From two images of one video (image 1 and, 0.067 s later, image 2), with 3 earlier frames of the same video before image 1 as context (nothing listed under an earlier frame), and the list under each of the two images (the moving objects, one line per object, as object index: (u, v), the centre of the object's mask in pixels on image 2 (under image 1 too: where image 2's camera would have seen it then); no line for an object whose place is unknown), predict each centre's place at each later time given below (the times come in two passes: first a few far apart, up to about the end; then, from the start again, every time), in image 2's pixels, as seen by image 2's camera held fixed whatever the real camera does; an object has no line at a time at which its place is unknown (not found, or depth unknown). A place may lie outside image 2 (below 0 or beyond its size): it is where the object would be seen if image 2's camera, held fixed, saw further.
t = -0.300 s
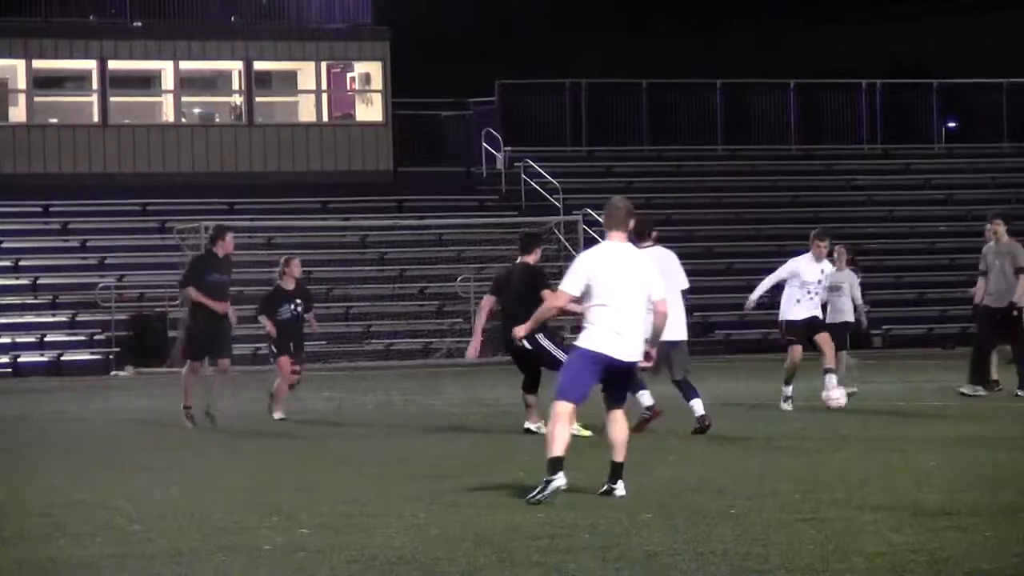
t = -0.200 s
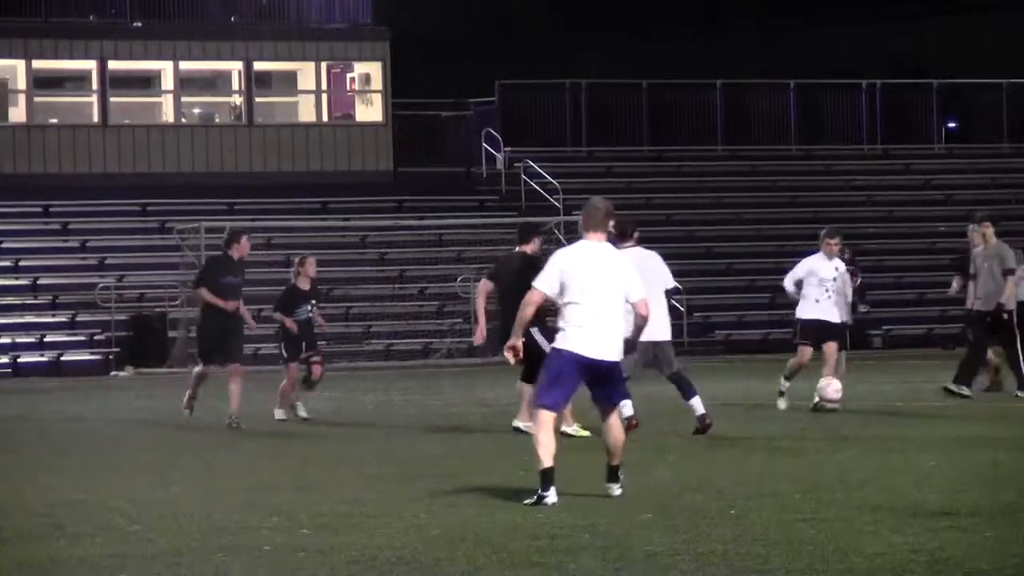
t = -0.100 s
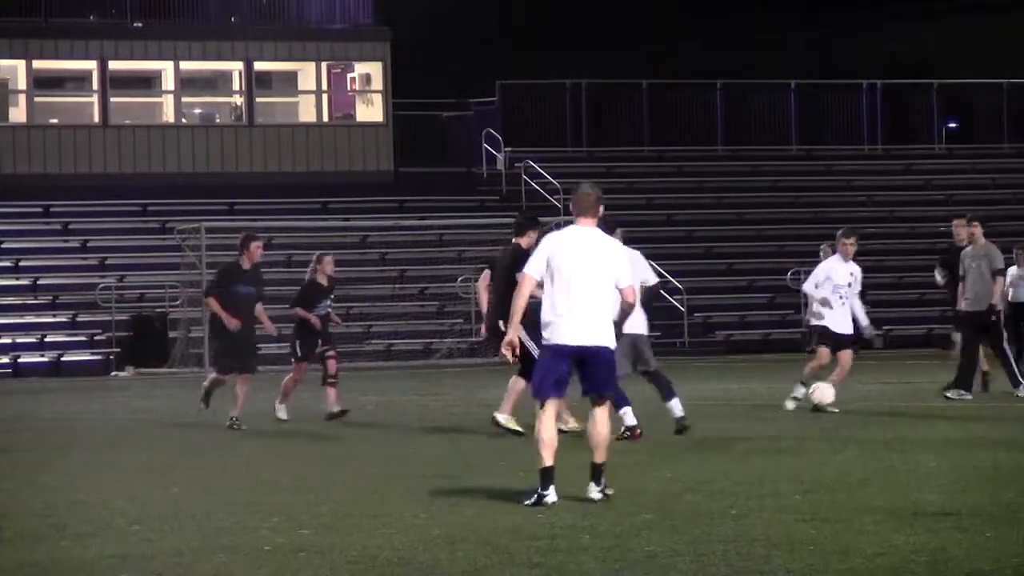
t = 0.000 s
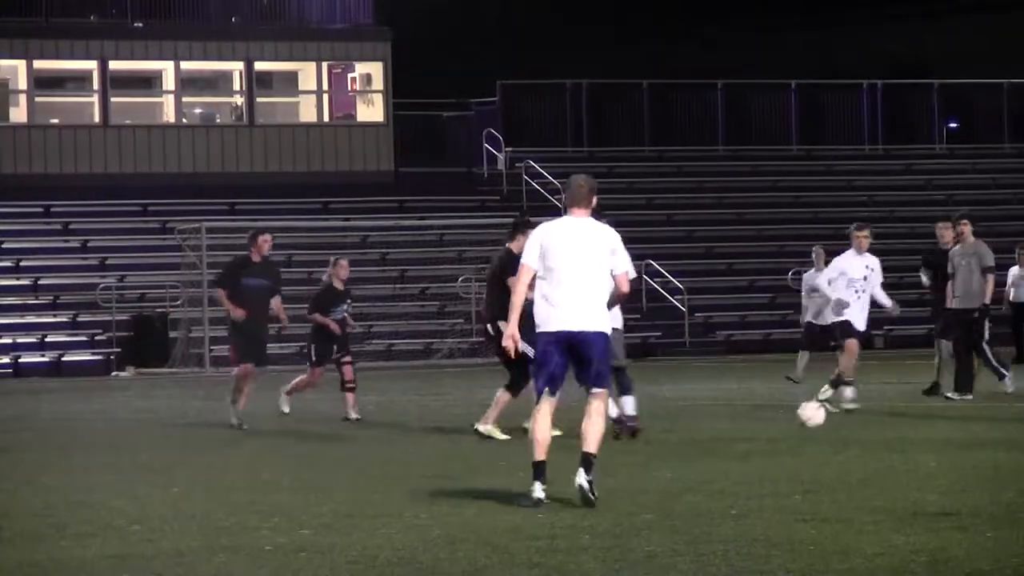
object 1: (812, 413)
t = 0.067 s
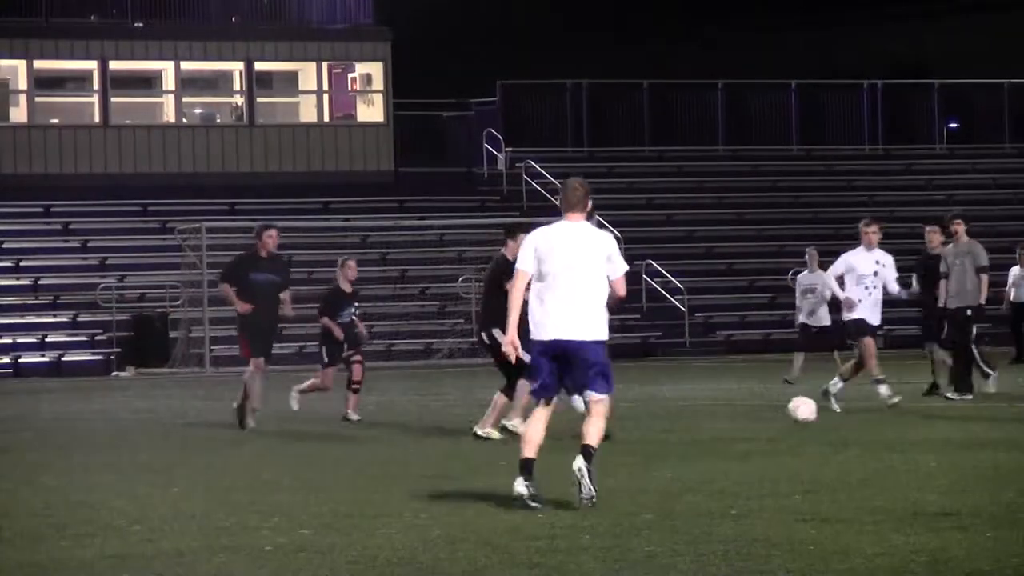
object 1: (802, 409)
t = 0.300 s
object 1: (760, 429)
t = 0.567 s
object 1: (696, 433)
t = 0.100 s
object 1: (797, 407)
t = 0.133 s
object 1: (792, 406)
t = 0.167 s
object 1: (786, 408)
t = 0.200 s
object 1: (780, 410)
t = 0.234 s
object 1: (774, 414)
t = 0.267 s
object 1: (767, 420)
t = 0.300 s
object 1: (760, 429)
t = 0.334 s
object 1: (752, 433)
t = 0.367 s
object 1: (745, 428)
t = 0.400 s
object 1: (737, 424)
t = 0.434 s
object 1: (730, 422)
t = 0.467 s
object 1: (722, 423)
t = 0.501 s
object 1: (713, 424)
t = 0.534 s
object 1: (705, 428)
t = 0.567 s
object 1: (696, 433)
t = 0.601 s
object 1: (687, 440)
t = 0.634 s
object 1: (677, 451)
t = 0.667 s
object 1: (668, 453)
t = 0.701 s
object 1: (661, 449)
